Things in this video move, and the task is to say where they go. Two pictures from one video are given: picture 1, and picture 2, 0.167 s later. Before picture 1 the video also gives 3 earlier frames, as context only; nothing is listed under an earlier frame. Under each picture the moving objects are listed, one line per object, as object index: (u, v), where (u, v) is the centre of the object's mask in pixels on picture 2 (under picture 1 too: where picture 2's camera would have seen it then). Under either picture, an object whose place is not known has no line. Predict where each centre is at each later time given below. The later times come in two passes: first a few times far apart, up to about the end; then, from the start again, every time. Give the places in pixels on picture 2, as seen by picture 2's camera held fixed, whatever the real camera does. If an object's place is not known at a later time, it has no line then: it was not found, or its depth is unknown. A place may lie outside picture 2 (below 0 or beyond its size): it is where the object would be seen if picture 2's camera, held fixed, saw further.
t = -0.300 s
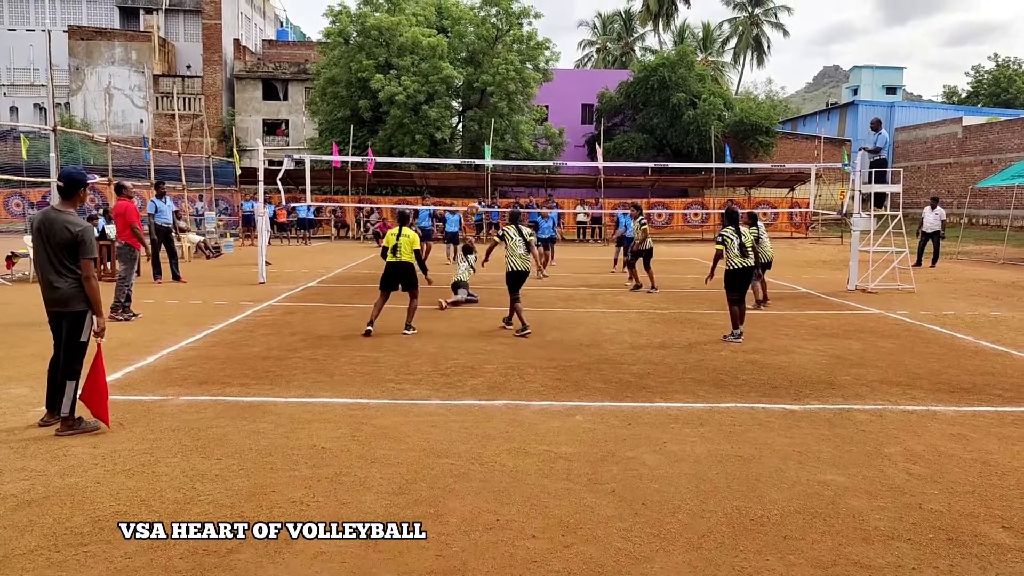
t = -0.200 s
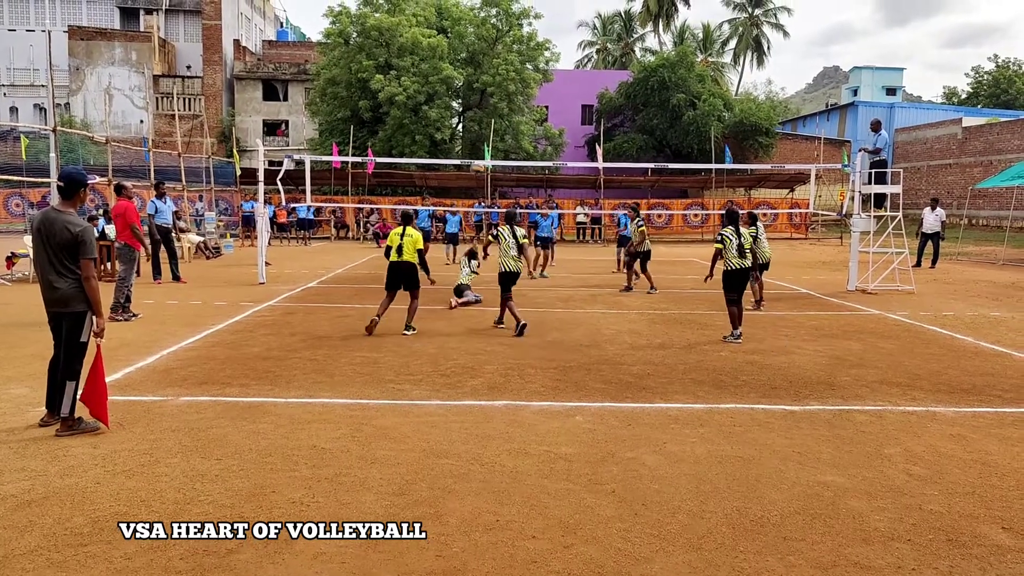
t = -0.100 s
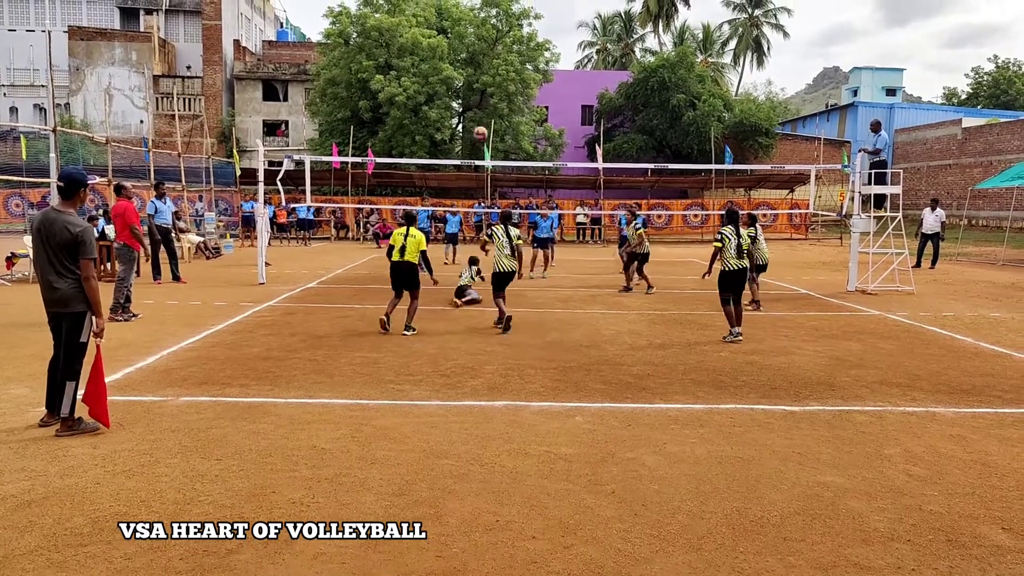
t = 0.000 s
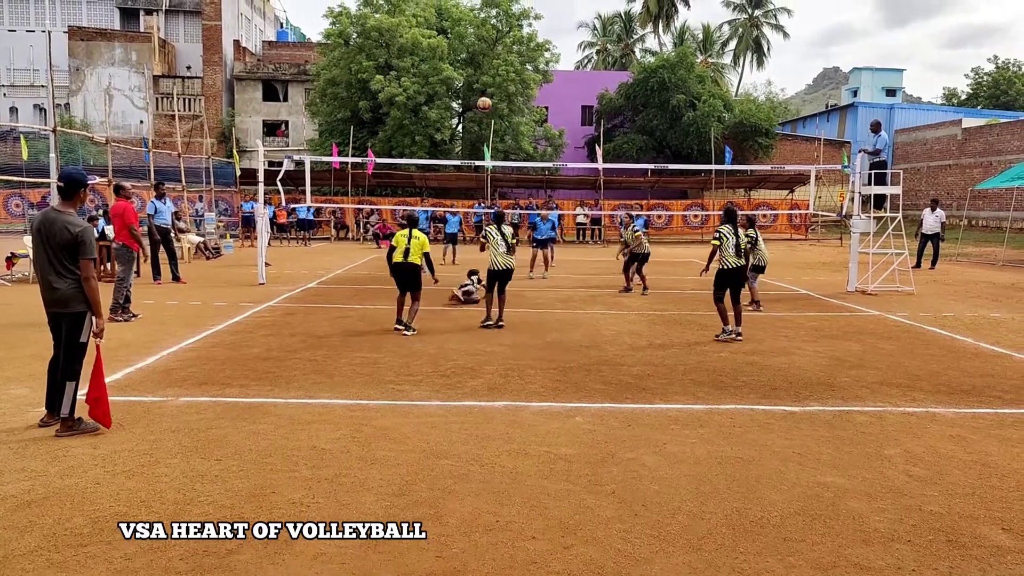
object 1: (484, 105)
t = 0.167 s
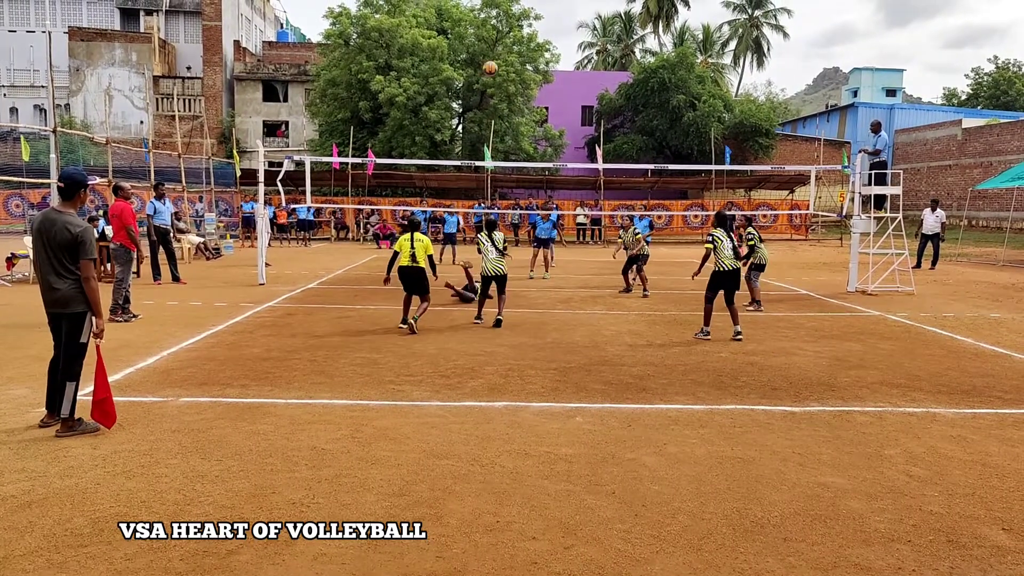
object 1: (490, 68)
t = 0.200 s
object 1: (491, 64)
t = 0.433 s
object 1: (499, 49)
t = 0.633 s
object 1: (507, 65)
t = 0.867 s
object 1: (515, 123)
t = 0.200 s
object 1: (491, 64)
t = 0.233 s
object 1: (492, 60)
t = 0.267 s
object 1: (493, 56)
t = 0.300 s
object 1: (495, 52)
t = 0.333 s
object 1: (496, 50)
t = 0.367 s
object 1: (497, 50)
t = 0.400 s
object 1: (498, 49)
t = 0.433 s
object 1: (499, 49)
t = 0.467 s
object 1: (501, 49)
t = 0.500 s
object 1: (502, 50)
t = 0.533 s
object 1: (502, 53)
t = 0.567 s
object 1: (504, 56)
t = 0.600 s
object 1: (505, 60)
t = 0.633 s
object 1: (507, 65)
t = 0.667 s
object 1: (508, 71)
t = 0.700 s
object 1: (509, 77)
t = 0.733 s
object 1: (510, 85)
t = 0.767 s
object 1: (511, 94)
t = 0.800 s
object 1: (513, 103)
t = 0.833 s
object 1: (513, 113)
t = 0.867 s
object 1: (515, 123)
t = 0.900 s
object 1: (515, 136)
